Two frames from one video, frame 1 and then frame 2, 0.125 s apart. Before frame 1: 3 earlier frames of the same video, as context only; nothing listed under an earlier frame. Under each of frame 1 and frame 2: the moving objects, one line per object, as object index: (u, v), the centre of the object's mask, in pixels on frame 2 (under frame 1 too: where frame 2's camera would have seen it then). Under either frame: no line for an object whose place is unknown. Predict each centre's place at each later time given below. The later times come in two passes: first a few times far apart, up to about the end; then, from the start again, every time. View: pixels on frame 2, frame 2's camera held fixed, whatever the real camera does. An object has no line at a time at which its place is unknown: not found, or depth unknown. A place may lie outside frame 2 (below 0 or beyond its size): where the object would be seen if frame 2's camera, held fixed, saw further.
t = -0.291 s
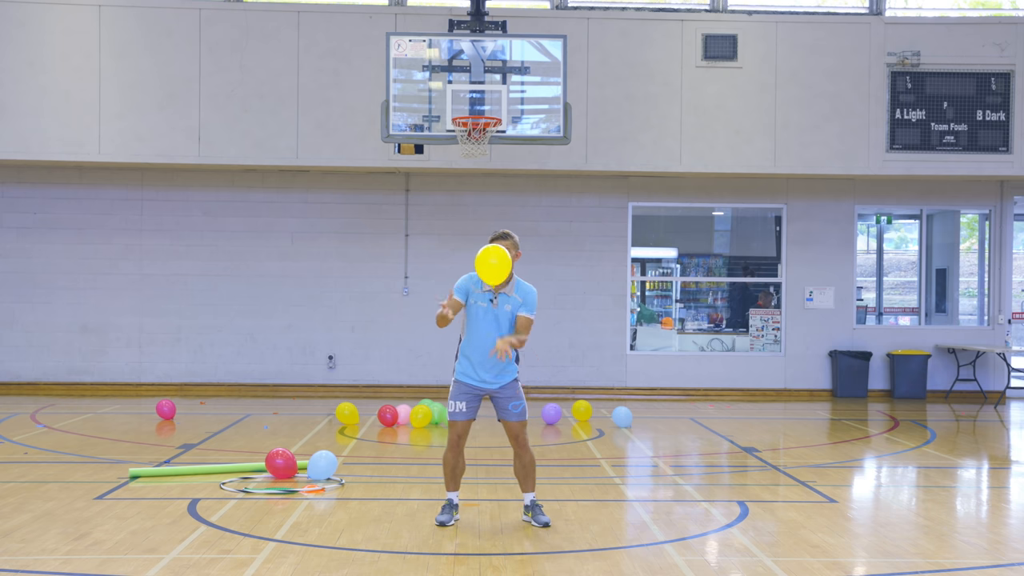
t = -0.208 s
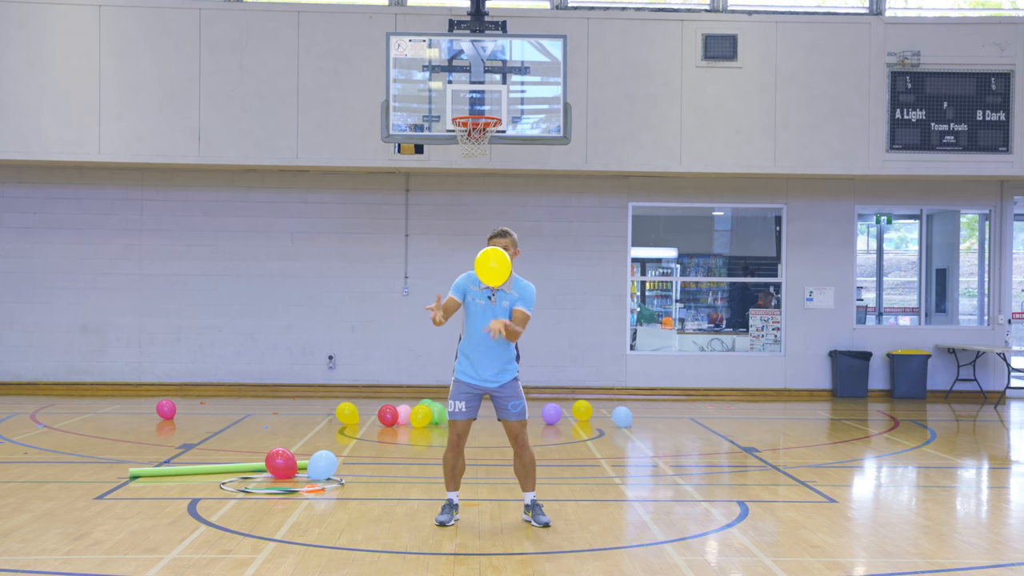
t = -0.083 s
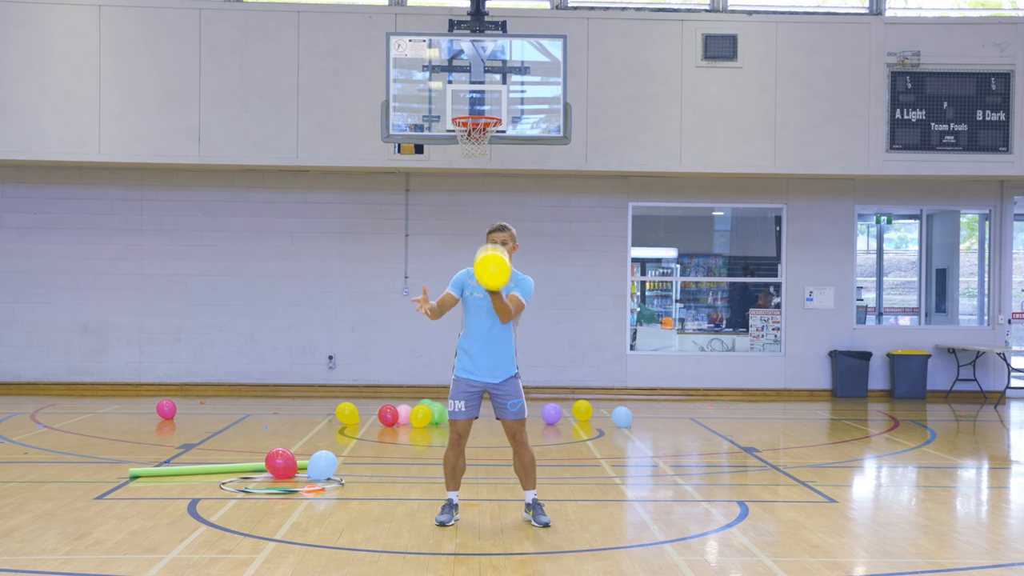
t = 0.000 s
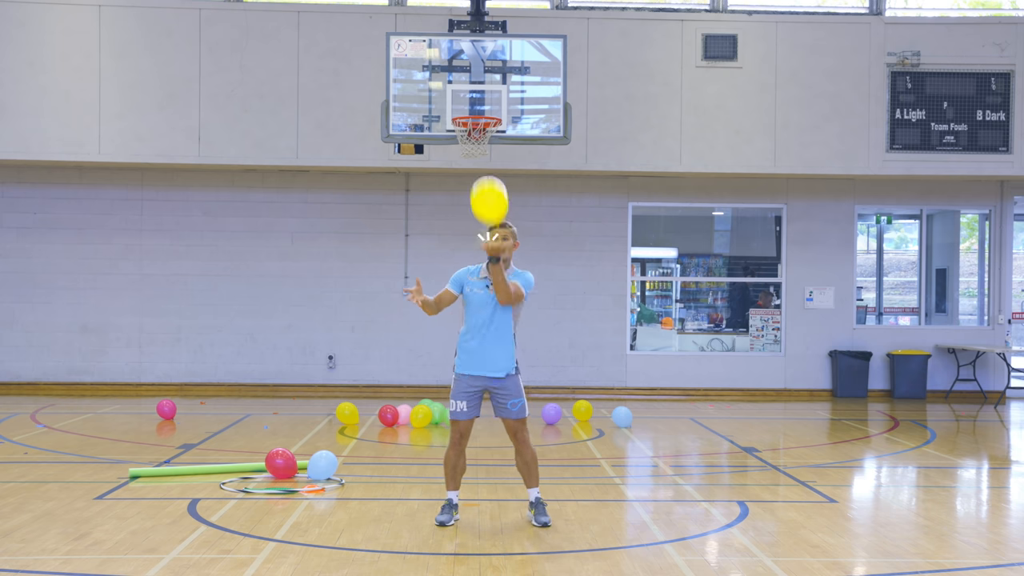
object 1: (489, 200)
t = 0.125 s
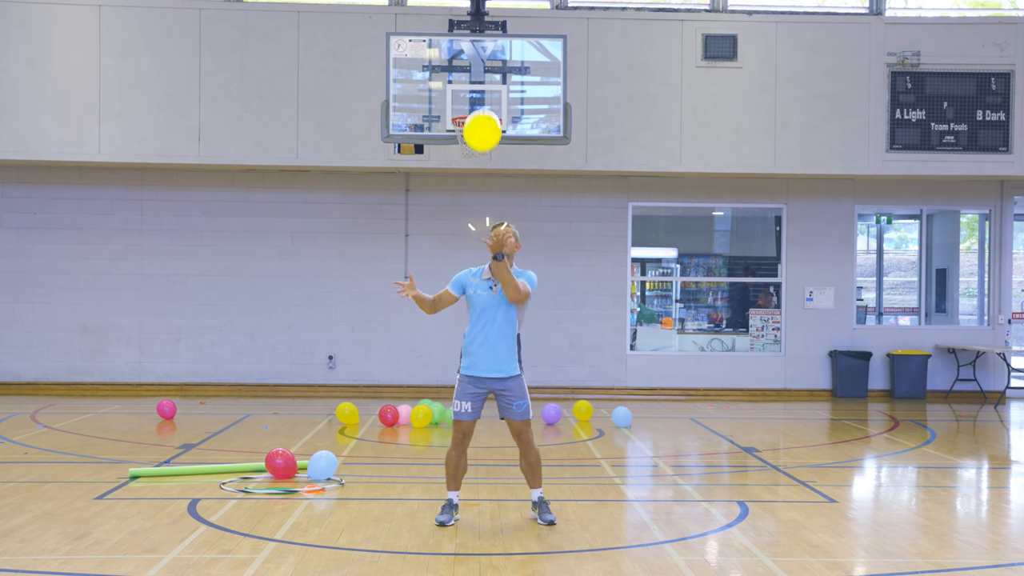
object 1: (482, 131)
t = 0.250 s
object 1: (480, 93)
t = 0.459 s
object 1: (474, 49)
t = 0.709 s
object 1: (467, 28)
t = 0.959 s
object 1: (463, 18)
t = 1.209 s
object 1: (463, 14)
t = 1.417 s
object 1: (462, 15)
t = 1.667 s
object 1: (459, 29)
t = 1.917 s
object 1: (455, 59)
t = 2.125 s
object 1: (451, 87)
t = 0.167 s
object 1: (481, 117)
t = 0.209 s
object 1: (481, 105)
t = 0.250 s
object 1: (480, 93)
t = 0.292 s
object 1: (479, 83)
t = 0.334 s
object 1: (478, 73)
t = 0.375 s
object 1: (477, 64)
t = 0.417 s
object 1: (475, 55)
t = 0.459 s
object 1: (474, 49)
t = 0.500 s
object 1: (473, 43)
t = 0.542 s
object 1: (471, 38)
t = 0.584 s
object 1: (470, 34)
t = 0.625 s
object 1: (469, 32)
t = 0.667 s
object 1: (468, 29)
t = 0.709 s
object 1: (467, 28)
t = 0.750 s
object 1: (466, 26)
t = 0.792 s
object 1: (465, 24)
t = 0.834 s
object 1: (465, 22)
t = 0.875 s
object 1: (464, 21)
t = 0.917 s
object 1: (464, 19)
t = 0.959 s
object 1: (463, 18)
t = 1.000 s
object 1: (463, 17)
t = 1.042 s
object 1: (463, 16)
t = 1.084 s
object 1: (462, 15)
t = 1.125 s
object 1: (462, 15)
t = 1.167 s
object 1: (462, 14)
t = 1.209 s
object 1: (463, 14)
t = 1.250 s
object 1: (463, 13)
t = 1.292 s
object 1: (462, 13)
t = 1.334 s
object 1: (462, 13)
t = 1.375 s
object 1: (462, 14)
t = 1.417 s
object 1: (462, 15)
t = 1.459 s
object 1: (461, 16)
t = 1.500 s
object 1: (461, 18)
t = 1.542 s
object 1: (460, 20)
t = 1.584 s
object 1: (460, 22)
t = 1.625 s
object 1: (460, 26)
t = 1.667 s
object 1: (459, 29)
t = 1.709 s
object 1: (459, 34)
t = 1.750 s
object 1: (458, 38)
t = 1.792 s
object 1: (458, 43)
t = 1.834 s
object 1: (457, 48)
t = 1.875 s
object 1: (456, 53)
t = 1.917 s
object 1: (455, 59)
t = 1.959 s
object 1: (454, 64)
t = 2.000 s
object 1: (453, 70)
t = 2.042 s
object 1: (452, 75)
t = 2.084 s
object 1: (451, 81)
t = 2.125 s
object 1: (451, 87)
